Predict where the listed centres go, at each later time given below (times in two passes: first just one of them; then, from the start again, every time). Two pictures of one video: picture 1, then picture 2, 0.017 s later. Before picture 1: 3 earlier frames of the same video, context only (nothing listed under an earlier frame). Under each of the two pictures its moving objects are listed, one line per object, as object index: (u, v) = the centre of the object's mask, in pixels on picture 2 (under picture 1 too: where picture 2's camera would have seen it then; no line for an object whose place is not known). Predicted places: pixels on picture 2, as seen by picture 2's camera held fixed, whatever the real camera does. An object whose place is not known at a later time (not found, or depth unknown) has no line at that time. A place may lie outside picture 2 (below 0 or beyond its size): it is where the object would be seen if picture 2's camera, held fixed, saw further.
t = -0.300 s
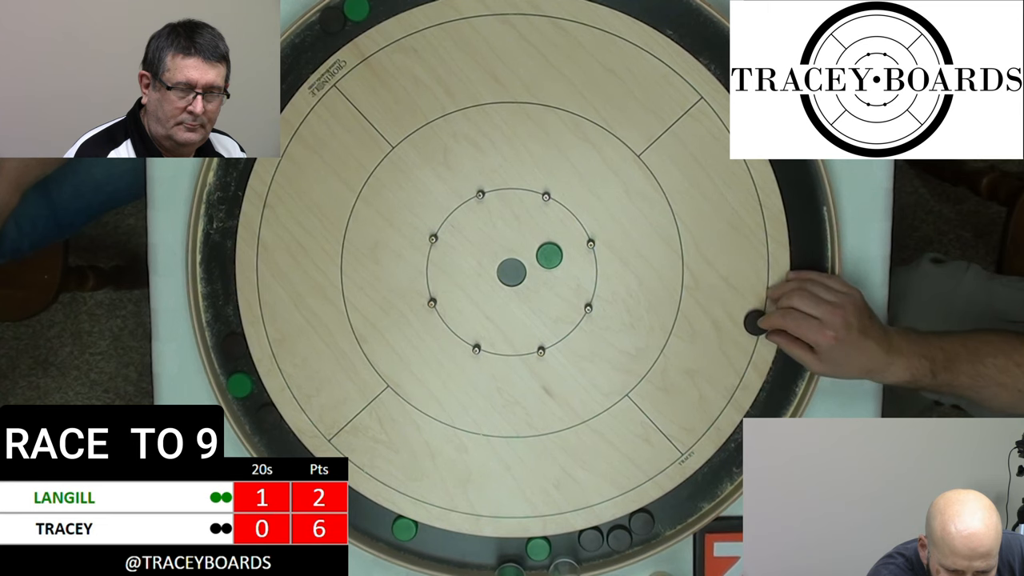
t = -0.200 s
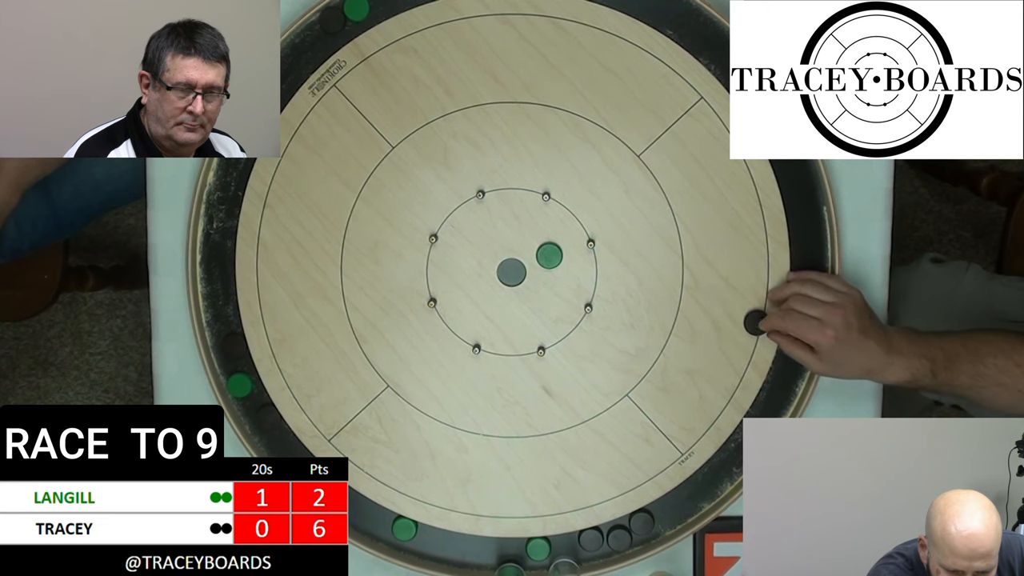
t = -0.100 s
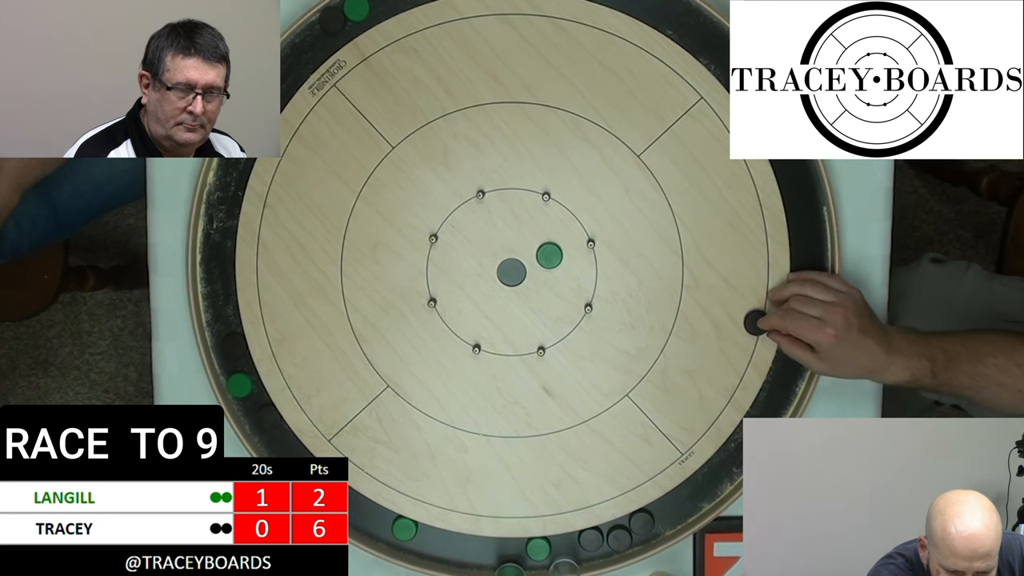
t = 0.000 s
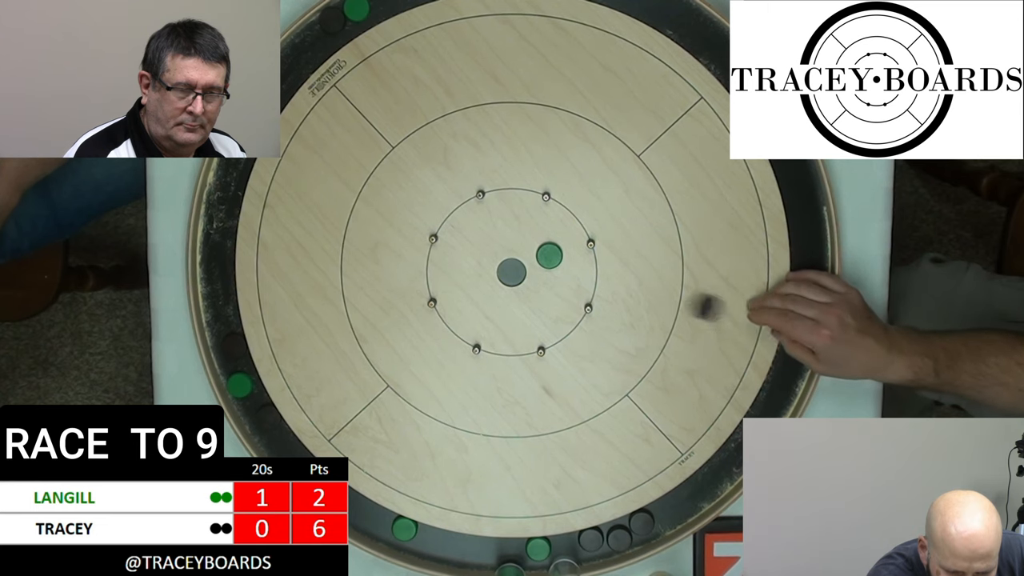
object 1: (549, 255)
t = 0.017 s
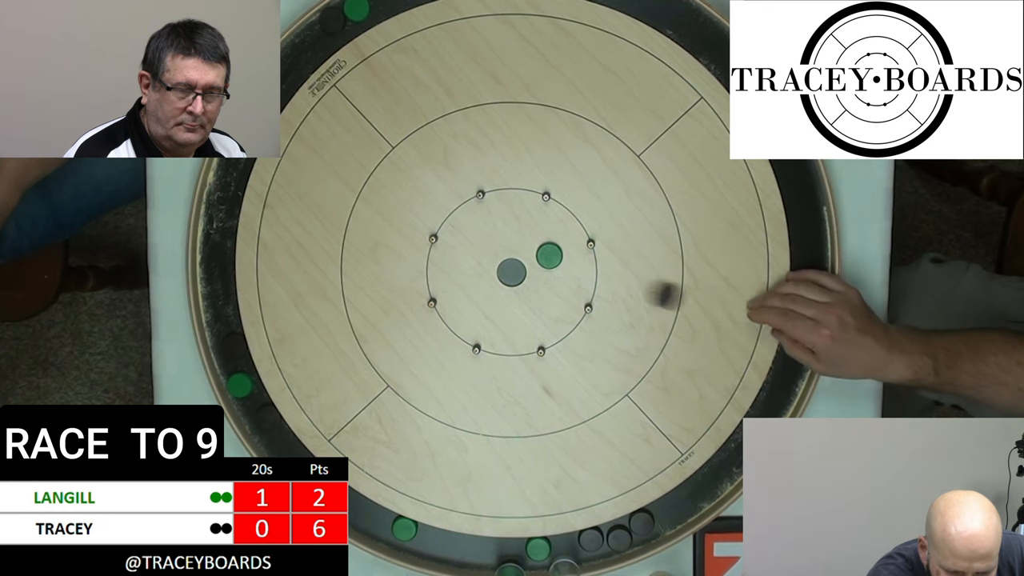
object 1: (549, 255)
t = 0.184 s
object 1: (297, 142)
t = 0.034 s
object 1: (549, 255)
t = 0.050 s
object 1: (549, 255)
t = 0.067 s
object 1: (527, 245)
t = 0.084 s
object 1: (494, 230)
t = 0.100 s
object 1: (463, 216)
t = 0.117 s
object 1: (428, 200)
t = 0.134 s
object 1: (396, 186)
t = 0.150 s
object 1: (362, 171)
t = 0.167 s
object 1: (329, 156)
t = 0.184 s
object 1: (297, 142)
